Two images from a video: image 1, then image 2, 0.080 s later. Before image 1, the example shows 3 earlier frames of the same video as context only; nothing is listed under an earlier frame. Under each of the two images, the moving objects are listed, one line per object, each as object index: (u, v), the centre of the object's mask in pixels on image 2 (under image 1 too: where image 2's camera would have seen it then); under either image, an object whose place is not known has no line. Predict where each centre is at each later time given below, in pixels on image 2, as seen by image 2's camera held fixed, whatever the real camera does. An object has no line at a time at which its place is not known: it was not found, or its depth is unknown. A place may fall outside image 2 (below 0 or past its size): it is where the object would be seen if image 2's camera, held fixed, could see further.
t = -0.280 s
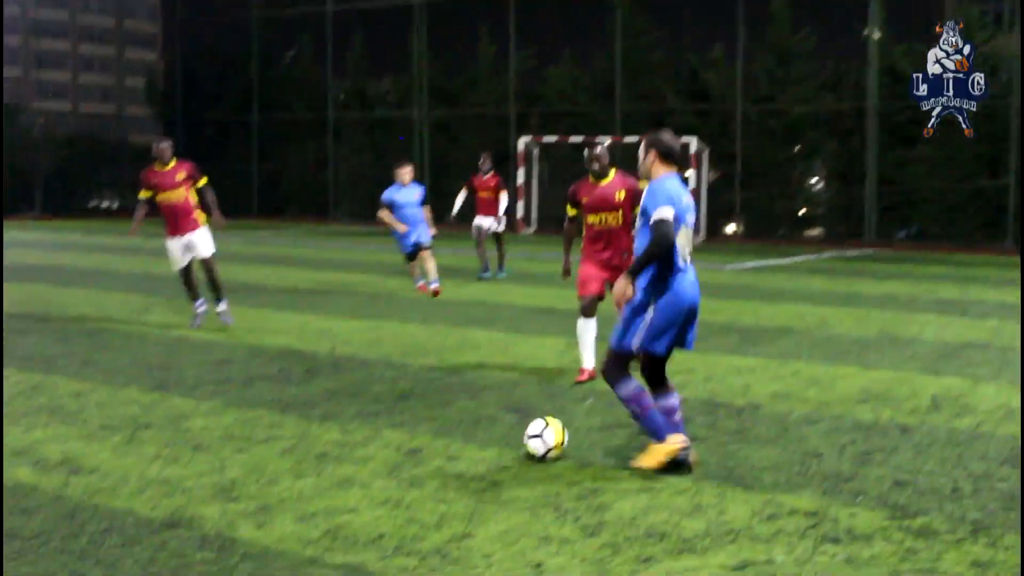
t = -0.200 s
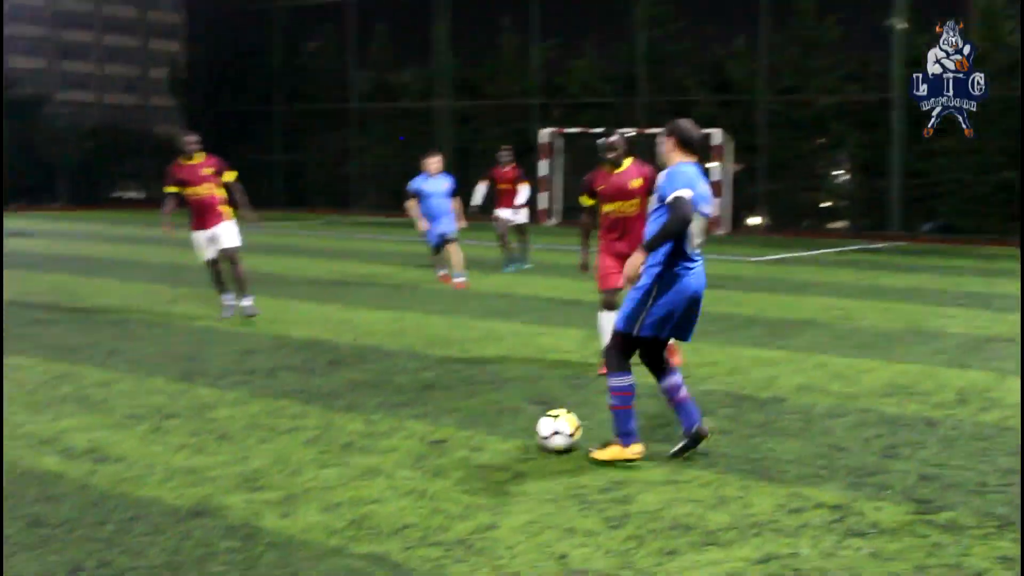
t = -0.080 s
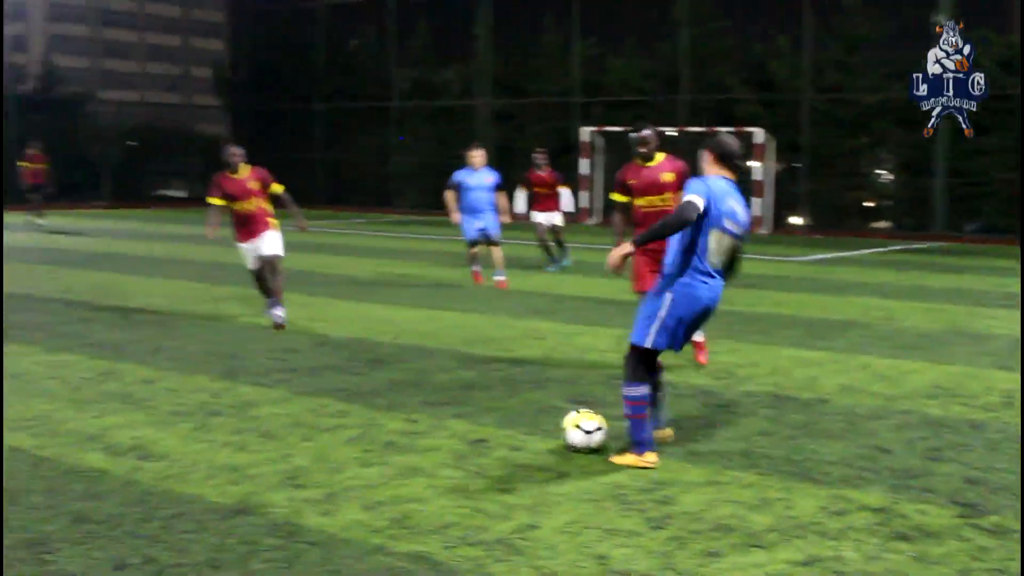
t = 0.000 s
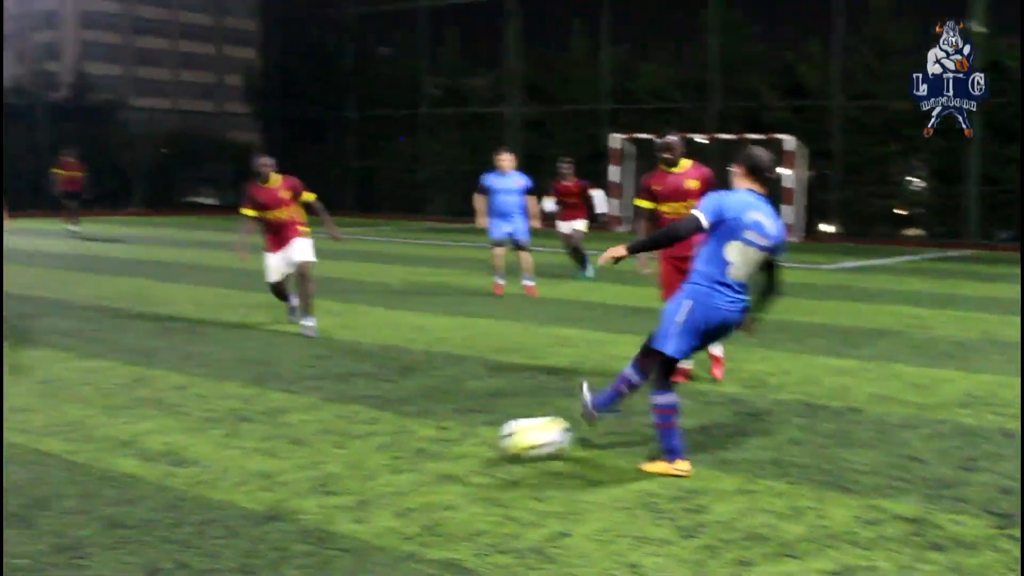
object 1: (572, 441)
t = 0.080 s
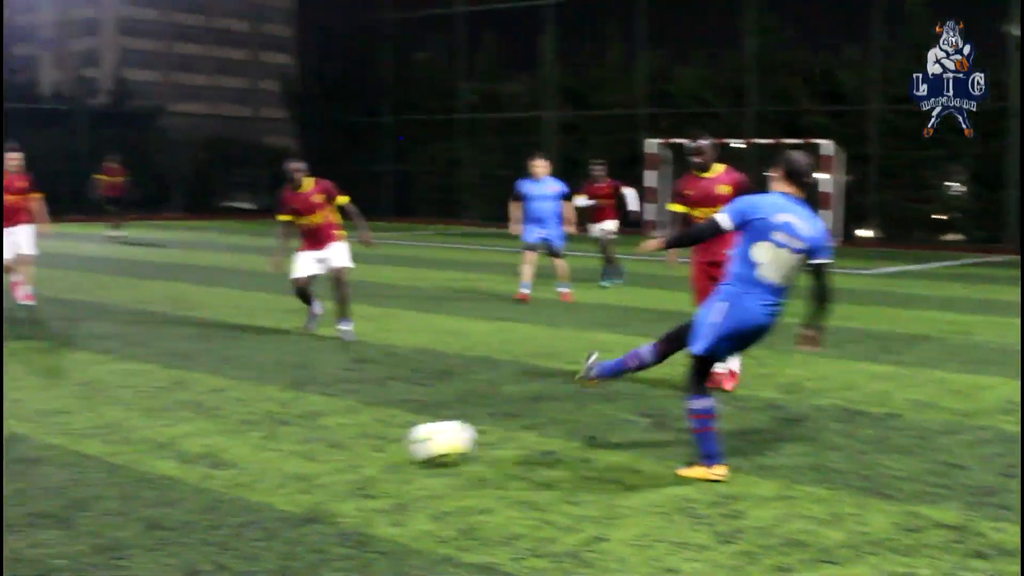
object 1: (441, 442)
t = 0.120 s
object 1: (377, 441)
